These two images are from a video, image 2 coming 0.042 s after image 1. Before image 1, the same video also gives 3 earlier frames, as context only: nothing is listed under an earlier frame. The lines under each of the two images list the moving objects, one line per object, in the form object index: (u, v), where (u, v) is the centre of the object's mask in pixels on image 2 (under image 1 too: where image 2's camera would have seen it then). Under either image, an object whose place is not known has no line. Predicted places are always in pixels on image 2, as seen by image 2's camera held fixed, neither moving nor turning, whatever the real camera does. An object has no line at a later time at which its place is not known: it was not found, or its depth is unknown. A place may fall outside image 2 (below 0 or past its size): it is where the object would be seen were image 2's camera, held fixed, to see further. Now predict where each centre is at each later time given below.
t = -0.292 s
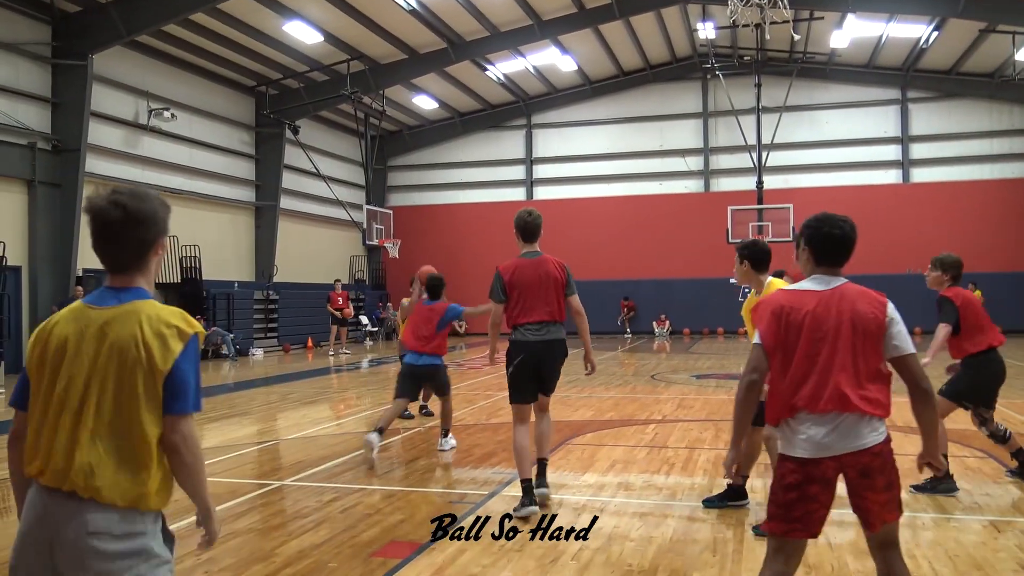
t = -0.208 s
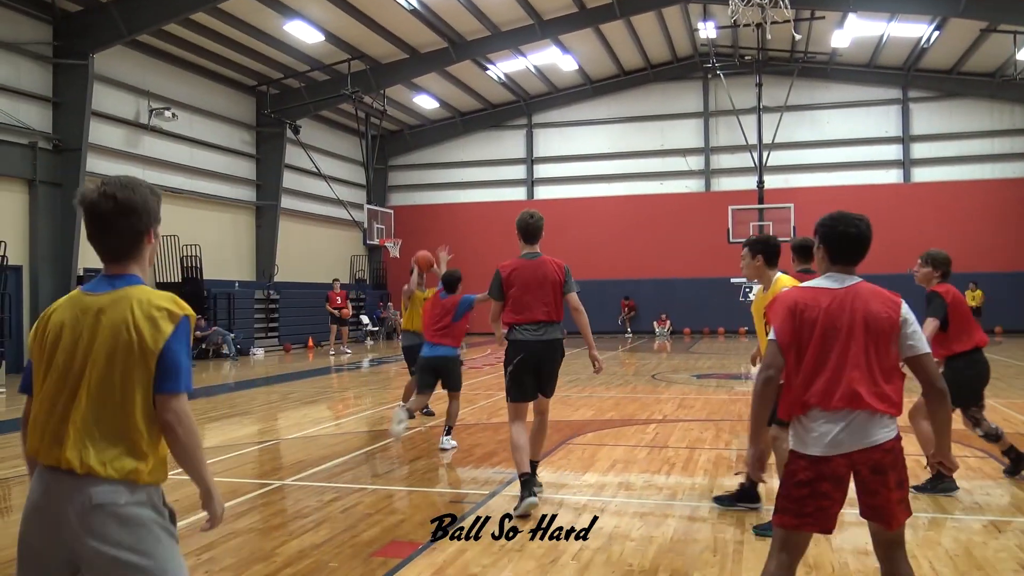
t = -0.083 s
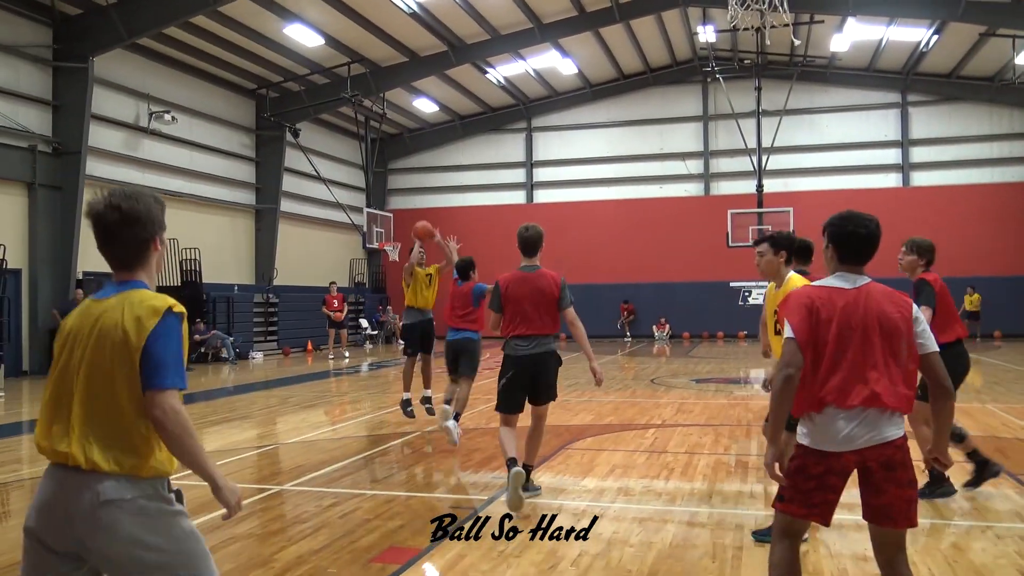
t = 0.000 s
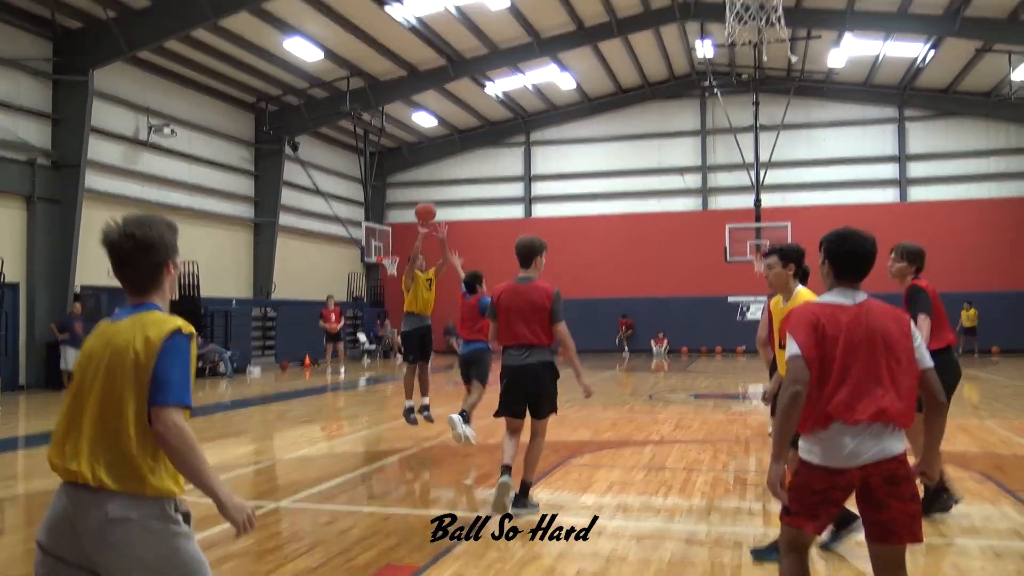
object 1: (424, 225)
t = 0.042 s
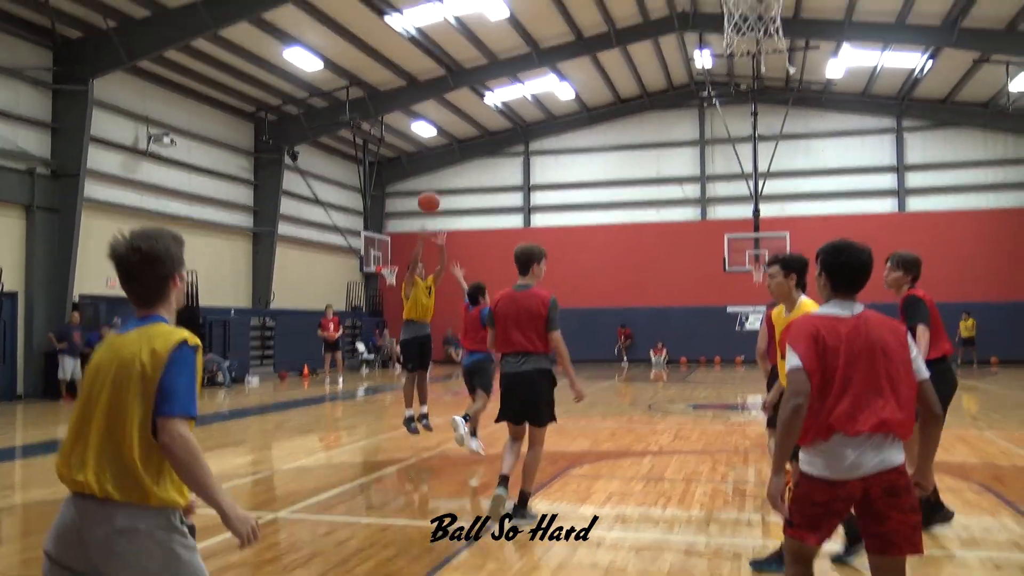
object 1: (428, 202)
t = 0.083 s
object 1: (435, 170)
